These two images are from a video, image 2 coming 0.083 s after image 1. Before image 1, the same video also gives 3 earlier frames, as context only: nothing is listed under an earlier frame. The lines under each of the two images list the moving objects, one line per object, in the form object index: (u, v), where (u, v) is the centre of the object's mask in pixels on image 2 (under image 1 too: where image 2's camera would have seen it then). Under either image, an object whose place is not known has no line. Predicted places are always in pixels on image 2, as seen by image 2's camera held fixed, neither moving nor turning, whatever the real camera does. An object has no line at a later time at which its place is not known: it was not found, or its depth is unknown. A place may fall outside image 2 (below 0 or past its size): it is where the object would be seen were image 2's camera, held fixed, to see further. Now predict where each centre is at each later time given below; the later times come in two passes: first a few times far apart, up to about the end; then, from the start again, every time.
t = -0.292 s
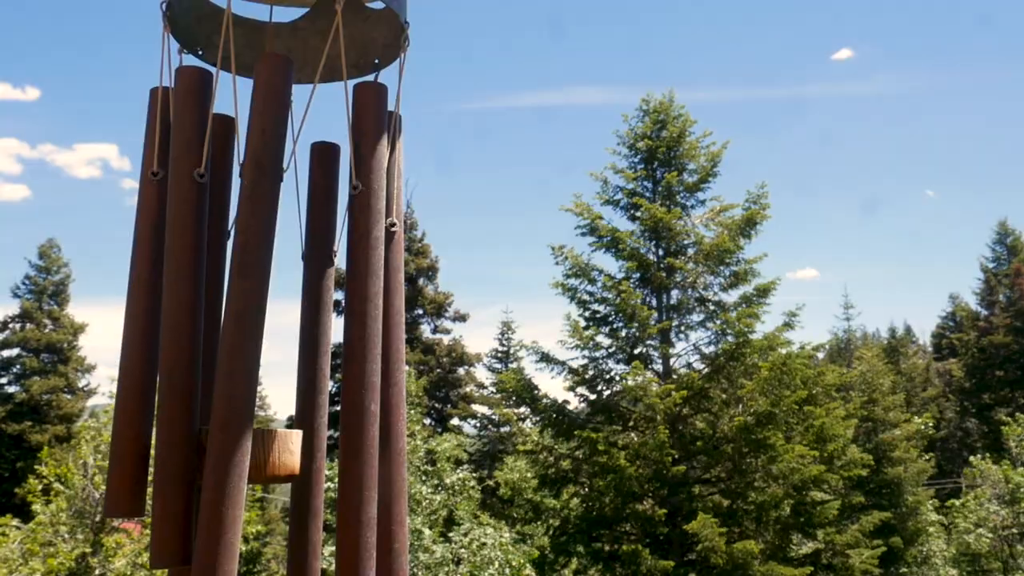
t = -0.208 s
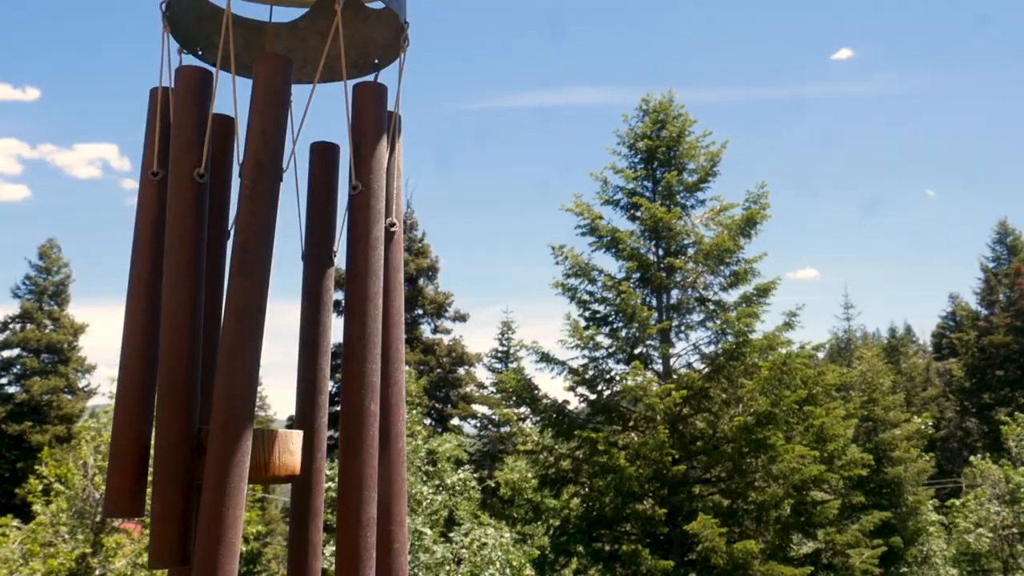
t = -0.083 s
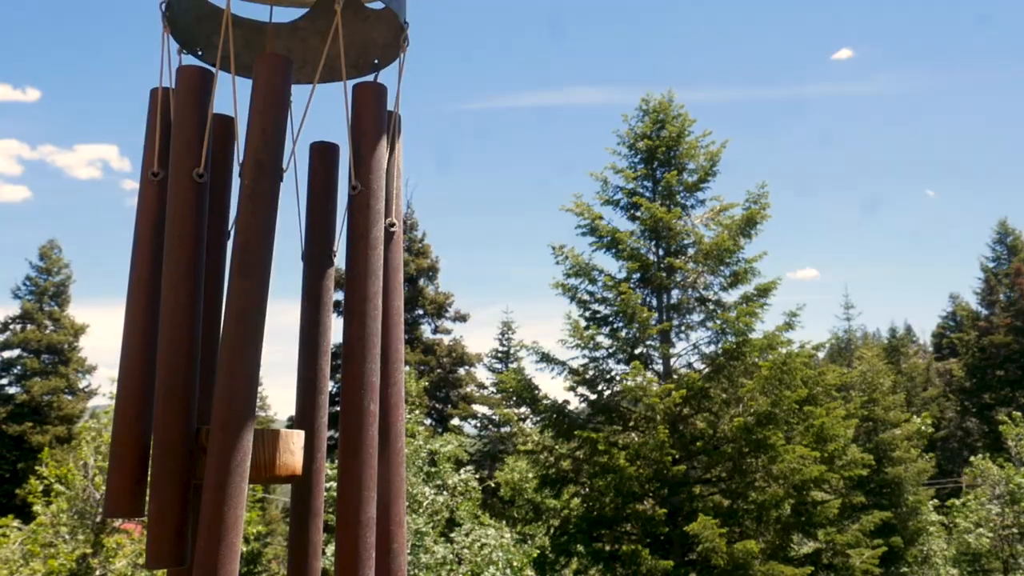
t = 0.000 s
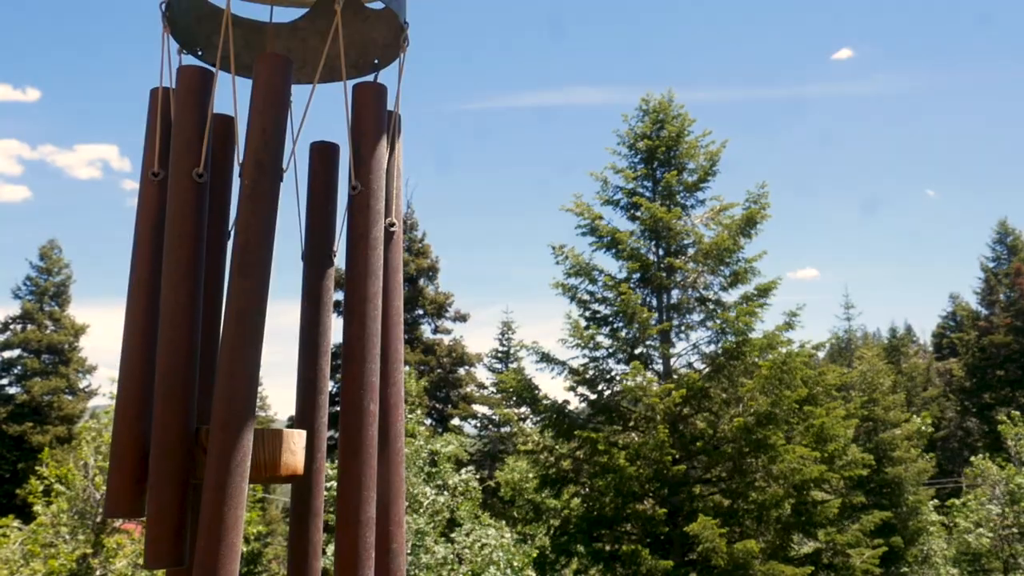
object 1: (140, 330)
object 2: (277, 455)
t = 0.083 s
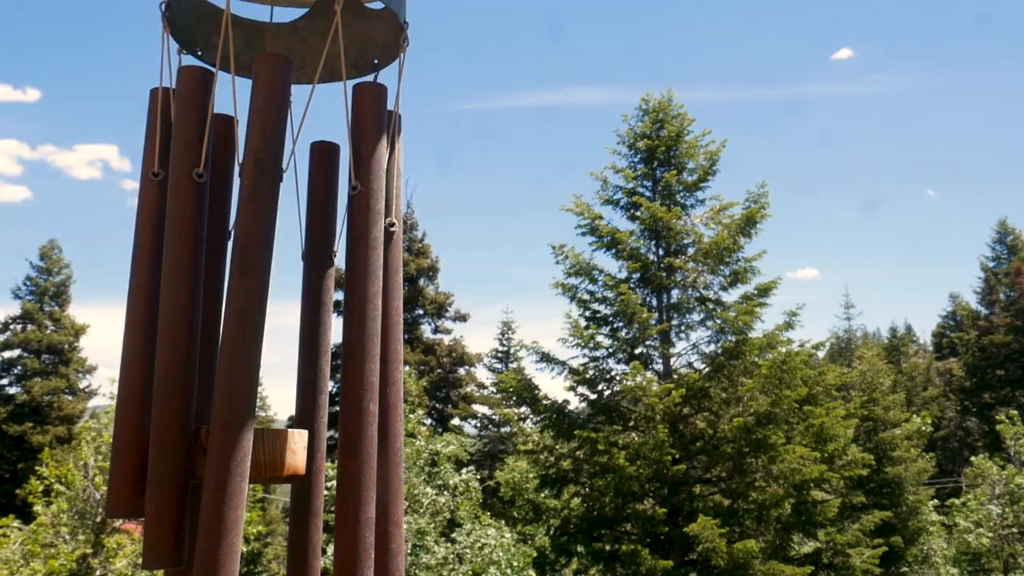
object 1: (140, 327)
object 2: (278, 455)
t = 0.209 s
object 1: (141, 324)
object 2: (279, 455)
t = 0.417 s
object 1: (142, 323)
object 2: (281, 455)
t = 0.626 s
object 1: (143, 331)
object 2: (283, 455)
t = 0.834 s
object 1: (144, 330)
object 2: (284, 456)
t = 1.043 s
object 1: (146, 320)
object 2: (286, 457)
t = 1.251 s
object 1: (144, 341)
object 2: (288, 458)
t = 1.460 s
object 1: (143, 330)
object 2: (289, 458)
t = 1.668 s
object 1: (141, 334)
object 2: (291, 459)
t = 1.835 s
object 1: (141, 327)
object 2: (292, 459)
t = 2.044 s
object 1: (141, 328)
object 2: (293, 459)
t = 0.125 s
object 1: (141, 326)
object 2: (278, 455)
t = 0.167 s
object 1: (141, 325)
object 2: (279, 456)
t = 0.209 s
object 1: (141, 324)
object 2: (279, 455)
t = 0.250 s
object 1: (141, 324)
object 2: (279, 455)
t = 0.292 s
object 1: (141, 323)
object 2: (280, 455)
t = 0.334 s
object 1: (142, 323)
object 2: (280, 455)
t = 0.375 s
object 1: (142, 323)
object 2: (281, 455)
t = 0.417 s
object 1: (142, 323)
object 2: (281, 455)
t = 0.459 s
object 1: (143, 323)
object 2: (281, 455)
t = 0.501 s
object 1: (143, 323)
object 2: (282, 455)
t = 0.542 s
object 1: (142, 332)
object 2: (282, 455)
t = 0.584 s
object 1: (142, 332)
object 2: (282, 455)
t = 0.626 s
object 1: (143, 331)
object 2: (283, 455)
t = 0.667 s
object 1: (143, 331)
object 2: (283, 455)
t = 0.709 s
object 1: (143, 330)
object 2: (283, 456)
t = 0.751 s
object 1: (144, 330)
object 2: (283, 456)
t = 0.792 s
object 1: (144, 330)
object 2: (284, 456)
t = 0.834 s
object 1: (144, 330)
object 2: (284, 456)
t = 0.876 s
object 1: (144, 330)
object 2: (284, 456)
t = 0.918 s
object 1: (145, 318)
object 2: (285, 457)
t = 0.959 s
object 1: (146, 318)
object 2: (285, 457)
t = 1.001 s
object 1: (146, 319)
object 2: (285, 457)
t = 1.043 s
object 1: (146, 320)
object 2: (286, 457)
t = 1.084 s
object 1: (145, 321)
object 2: (286, 457)
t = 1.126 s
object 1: (145, 323)
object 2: (286, 457)
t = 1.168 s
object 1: (144, 338)
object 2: (287, 457)
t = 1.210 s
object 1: (144, 340)
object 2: (287, 457)
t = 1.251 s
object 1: (144, 341)
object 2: (288, 458)
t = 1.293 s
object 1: (143, 343)
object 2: (288, 458)
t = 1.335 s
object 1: (143, 345)
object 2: (288, 458)
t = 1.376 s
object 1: (144, 334)
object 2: (289, 458)
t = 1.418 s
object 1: (143, 331)
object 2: (289, 458)
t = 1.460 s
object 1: (143, 330)
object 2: (289, 458)
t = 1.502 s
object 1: (142, 334)
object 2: (290, 458)
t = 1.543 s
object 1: (142, 329)
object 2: (290, 458)
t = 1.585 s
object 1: (141, 335)
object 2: (290, 459)
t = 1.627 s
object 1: (141, 334)
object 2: (291, 459)
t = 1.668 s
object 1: (141, 334)
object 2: (291, 459)
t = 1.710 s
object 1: (141, 333)
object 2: (291, 459)
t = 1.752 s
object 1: (140, 334)
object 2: (292, 459)
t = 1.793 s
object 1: (141, 327)
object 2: (292, 459)
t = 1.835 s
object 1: (141, 327)
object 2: (292, 459)
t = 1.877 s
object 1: (141, 327)
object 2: (292, 459)
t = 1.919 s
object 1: (141, 327)
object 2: (293, 459)
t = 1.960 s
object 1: (141, 327)
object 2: (293, 459)
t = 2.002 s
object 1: (141, 327)
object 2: (293, 459)
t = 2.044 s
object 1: (141, 328)
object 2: (293, 459)
